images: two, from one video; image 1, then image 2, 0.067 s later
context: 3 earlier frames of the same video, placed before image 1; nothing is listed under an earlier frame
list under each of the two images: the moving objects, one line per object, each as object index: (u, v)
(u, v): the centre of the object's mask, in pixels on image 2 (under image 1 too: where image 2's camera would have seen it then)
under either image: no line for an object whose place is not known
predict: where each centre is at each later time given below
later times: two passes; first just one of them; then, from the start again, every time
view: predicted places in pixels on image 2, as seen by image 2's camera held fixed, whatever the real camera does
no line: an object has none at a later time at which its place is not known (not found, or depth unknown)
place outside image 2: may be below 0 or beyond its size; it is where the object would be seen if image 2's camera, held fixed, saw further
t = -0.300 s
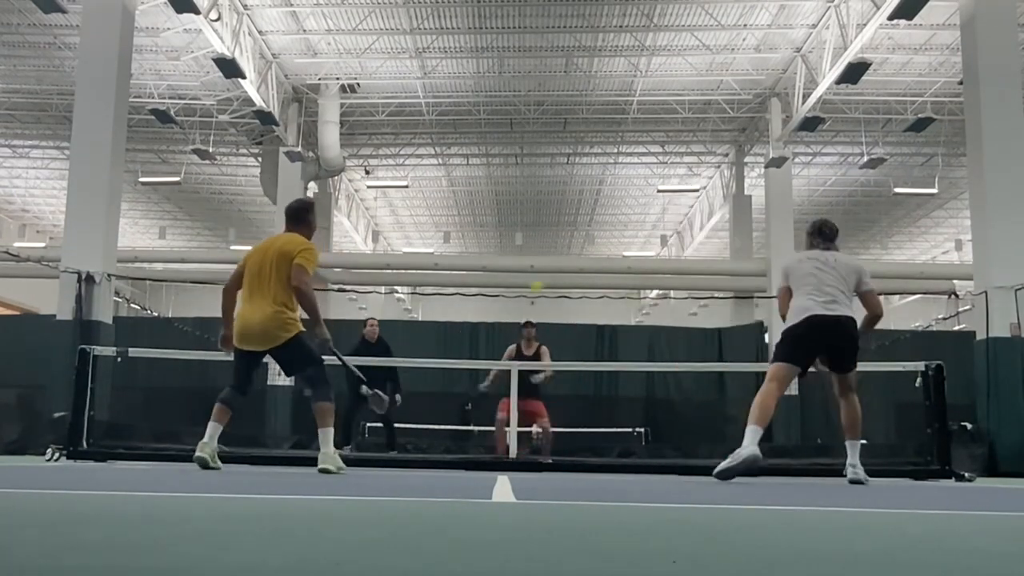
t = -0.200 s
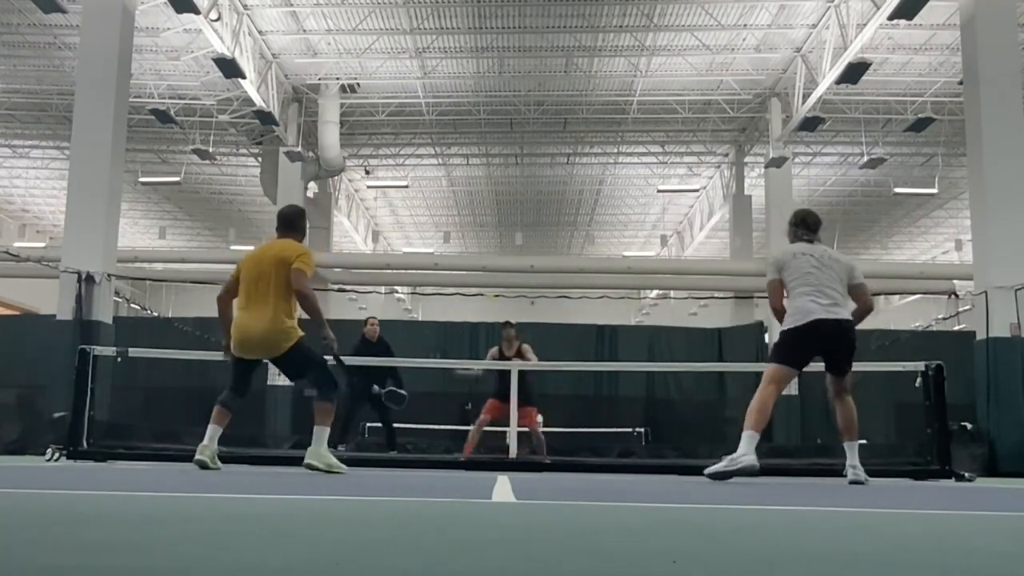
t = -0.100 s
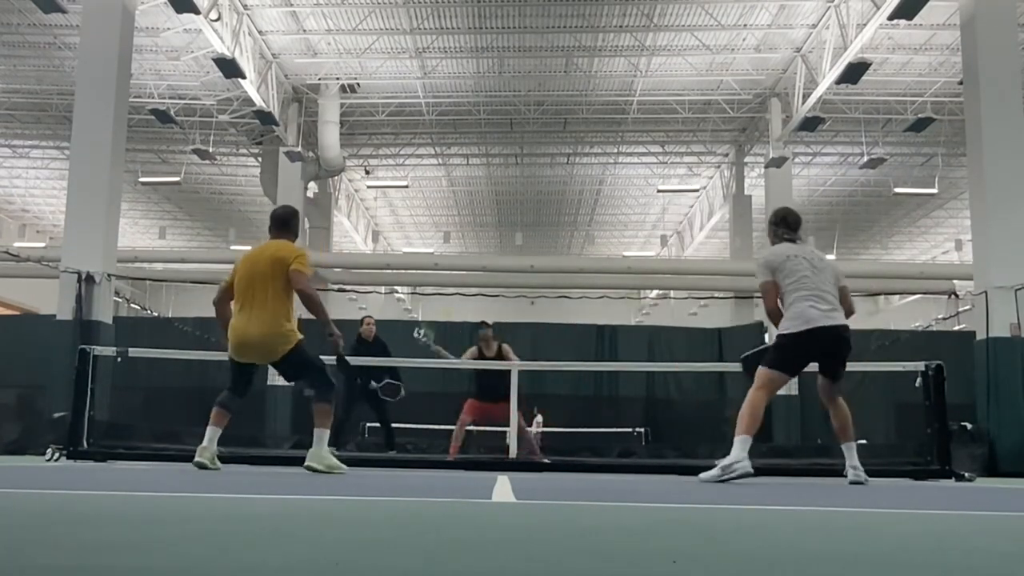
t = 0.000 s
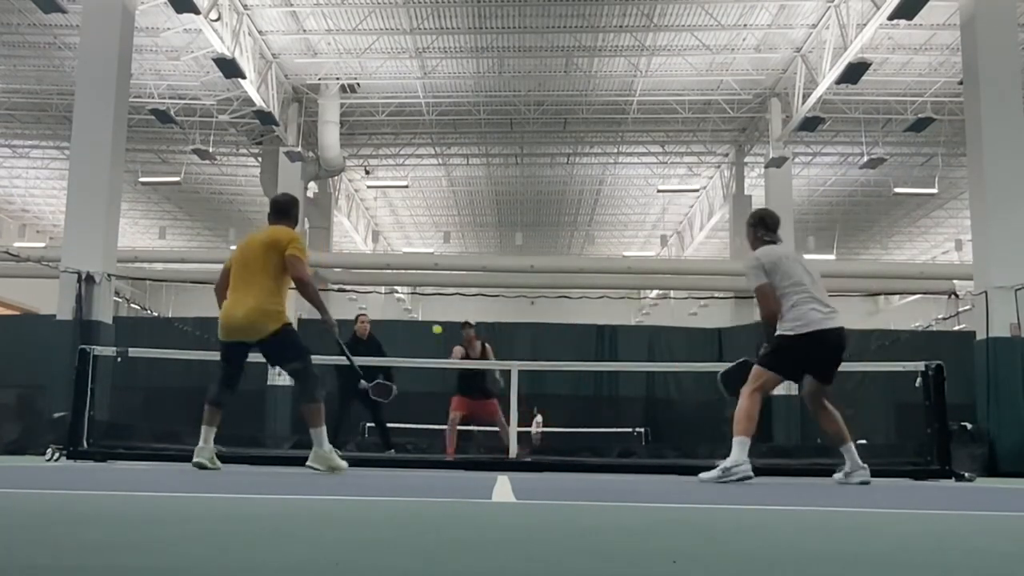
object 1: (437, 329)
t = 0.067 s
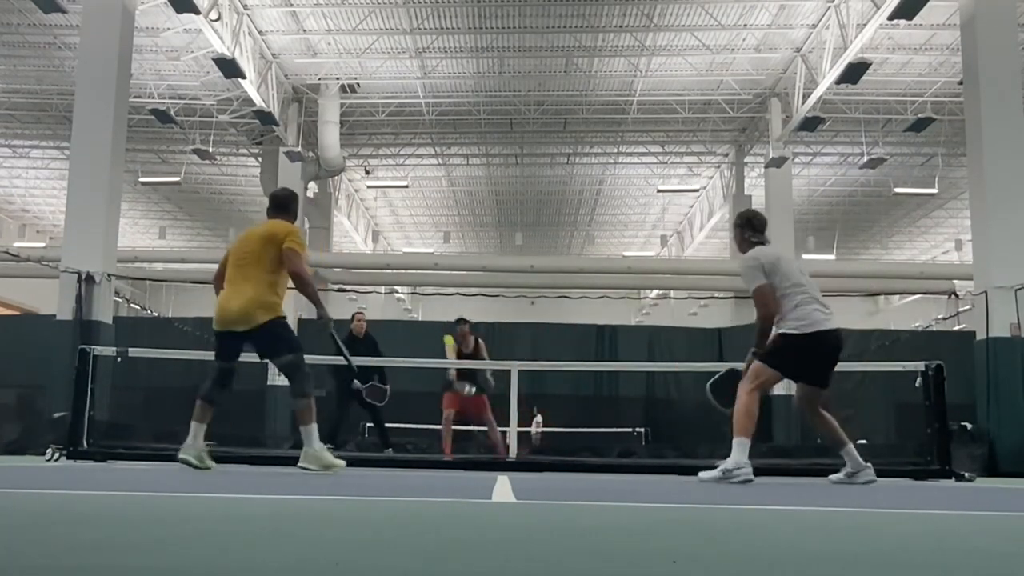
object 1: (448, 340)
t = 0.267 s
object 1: (490, 424)
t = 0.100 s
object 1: (455, 348)
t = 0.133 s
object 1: (461, 357)
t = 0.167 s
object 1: (468, 370)
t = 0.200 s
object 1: (475, 385)
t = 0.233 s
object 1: (482, 402)
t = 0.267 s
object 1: (490, 424)
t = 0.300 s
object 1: (499, 449)
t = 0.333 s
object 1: (507, 466)
